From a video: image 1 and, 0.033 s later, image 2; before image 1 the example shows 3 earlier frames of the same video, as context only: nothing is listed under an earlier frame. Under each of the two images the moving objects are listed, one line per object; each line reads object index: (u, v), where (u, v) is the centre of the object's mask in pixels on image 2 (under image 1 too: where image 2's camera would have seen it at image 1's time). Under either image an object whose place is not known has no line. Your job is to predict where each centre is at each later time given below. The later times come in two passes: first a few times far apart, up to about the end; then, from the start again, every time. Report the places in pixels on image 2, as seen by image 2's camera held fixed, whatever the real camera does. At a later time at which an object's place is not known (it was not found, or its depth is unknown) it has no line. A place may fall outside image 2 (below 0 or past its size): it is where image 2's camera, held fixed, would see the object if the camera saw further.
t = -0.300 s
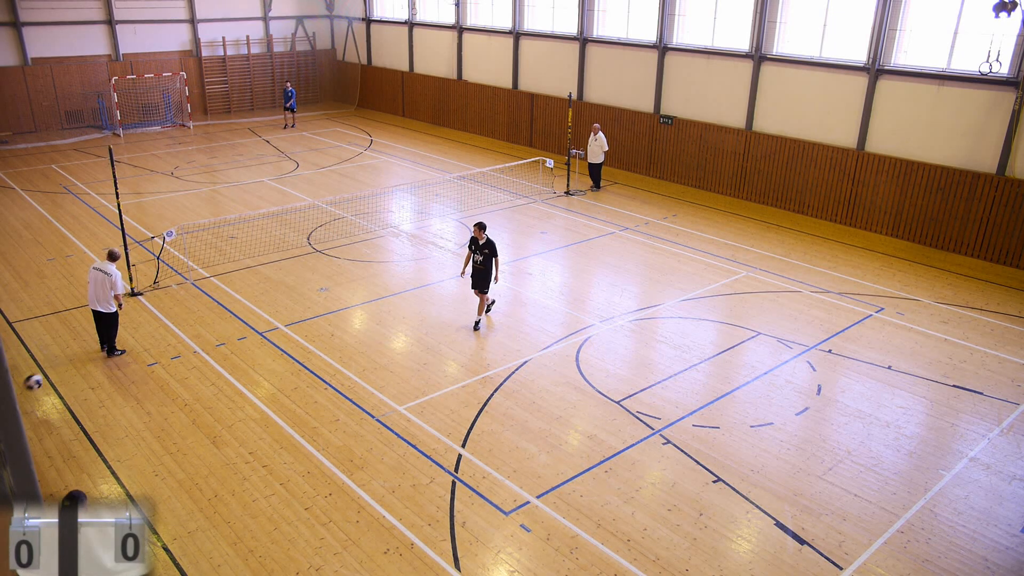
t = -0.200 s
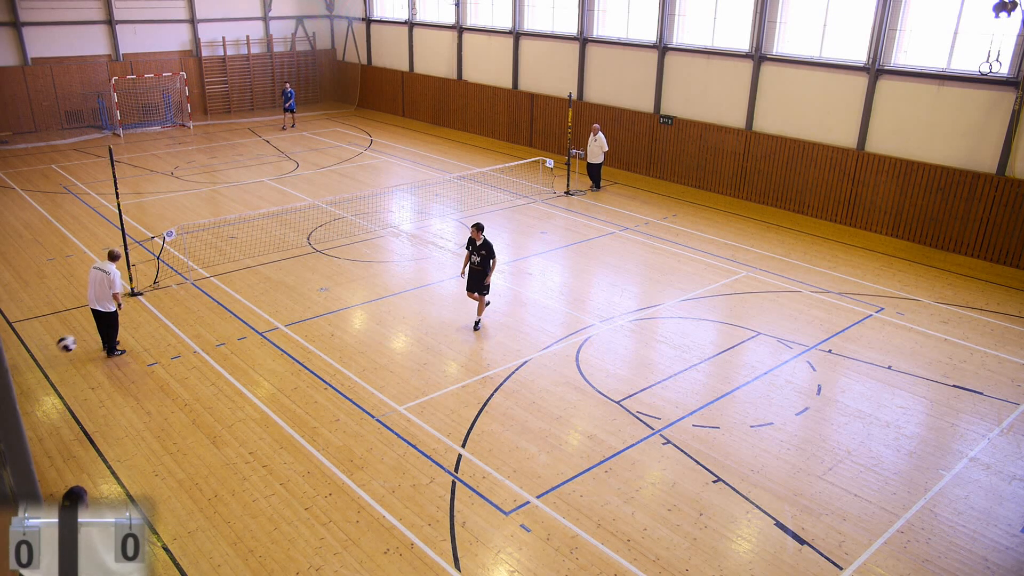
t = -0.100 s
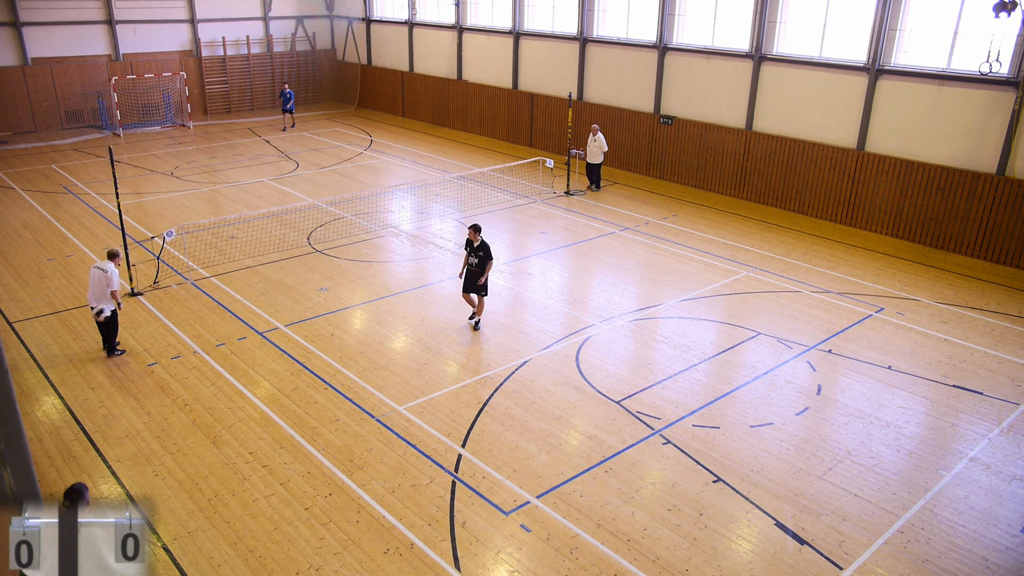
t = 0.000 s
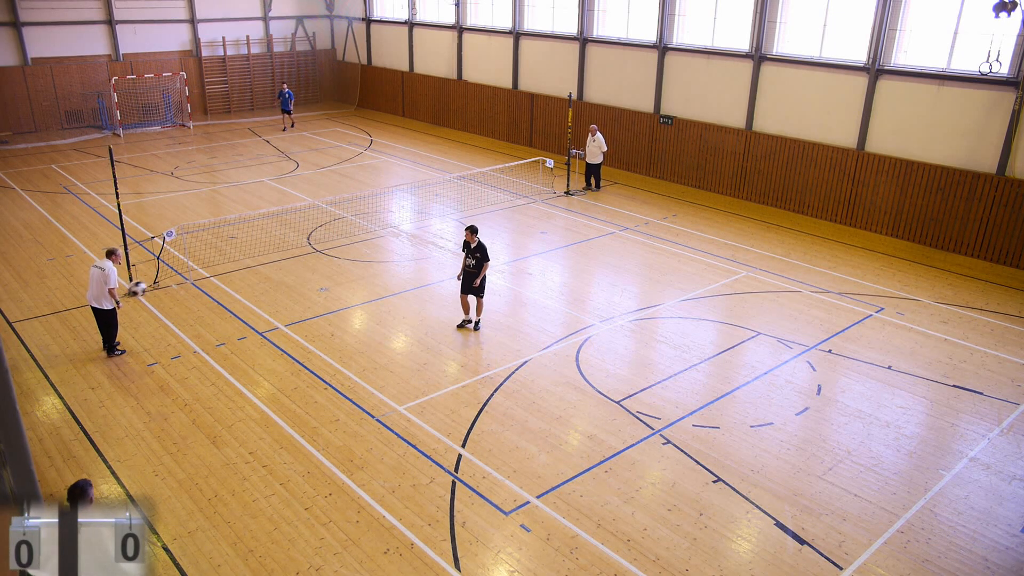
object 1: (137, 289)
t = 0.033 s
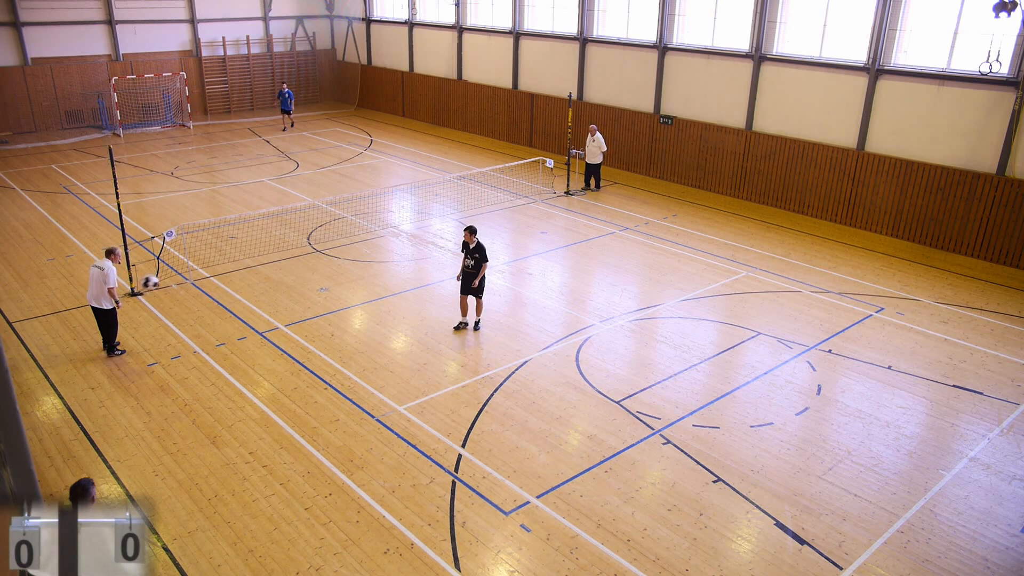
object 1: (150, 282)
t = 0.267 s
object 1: (235, 260)
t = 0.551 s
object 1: (334, 284)
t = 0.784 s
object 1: (409, 338)
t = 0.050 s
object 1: (156, 279)
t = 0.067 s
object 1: (161, 277)
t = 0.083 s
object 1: (167, 274)
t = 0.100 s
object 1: (174, 272)
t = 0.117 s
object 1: (179, 270)
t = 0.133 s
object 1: (186, 268)
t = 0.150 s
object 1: (192, 266)
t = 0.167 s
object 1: (199, 265)
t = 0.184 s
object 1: (205, 263)
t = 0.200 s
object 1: (211, 262)
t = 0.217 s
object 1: (217, 261)
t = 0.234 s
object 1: (222, 261)
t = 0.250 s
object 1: (229, 260)
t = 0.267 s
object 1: (235, 260)
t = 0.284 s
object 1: (242, 260)
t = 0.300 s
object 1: (248, 260)
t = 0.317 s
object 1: (254, 260)
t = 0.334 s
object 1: (259, 260)
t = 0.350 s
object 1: (265, 261)
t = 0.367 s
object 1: (271, 262)
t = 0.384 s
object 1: (277, 263)
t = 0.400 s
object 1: (283, 265)
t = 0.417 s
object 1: (289, 266)
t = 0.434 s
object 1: (295, 268)
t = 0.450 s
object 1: (301, 269)
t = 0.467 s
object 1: (307, 272)
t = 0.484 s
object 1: (312, 273)
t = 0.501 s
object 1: (318, 276)
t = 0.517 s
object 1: (324, 279)
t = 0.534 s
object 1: (329, 281)
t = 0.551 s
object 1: (334, 284)
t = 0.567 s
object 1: (341, 287)
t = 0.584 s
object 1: (346, 290)
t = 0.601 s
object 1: (352, 293)
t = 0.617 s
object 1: (356, 297)
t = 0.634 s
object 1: (362, 300)
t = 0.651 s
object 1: (367, 304)
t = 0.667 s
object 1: (373, 308)
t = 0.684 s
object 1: (378, 312)
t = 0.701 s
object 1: (384, 316)
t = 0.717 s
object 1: (389, 320)
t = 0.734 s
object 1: (394, 325)
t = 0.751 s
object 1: (399, 330)
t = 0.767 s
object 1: (403, 334)
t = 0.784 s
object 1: (409, 338)
